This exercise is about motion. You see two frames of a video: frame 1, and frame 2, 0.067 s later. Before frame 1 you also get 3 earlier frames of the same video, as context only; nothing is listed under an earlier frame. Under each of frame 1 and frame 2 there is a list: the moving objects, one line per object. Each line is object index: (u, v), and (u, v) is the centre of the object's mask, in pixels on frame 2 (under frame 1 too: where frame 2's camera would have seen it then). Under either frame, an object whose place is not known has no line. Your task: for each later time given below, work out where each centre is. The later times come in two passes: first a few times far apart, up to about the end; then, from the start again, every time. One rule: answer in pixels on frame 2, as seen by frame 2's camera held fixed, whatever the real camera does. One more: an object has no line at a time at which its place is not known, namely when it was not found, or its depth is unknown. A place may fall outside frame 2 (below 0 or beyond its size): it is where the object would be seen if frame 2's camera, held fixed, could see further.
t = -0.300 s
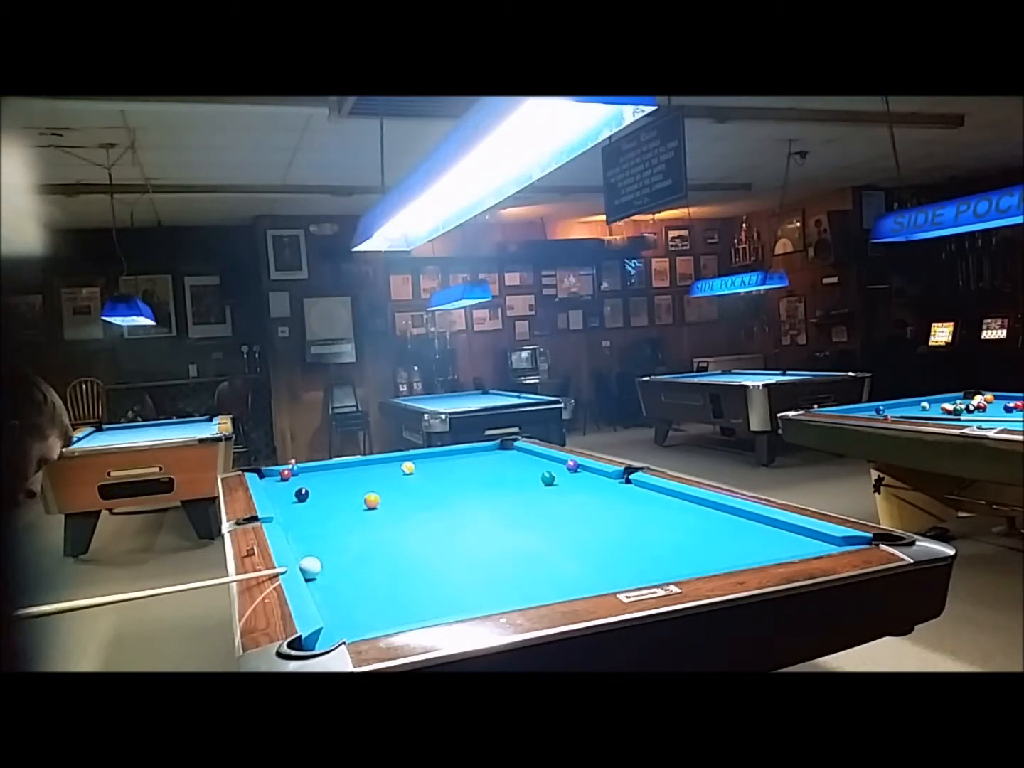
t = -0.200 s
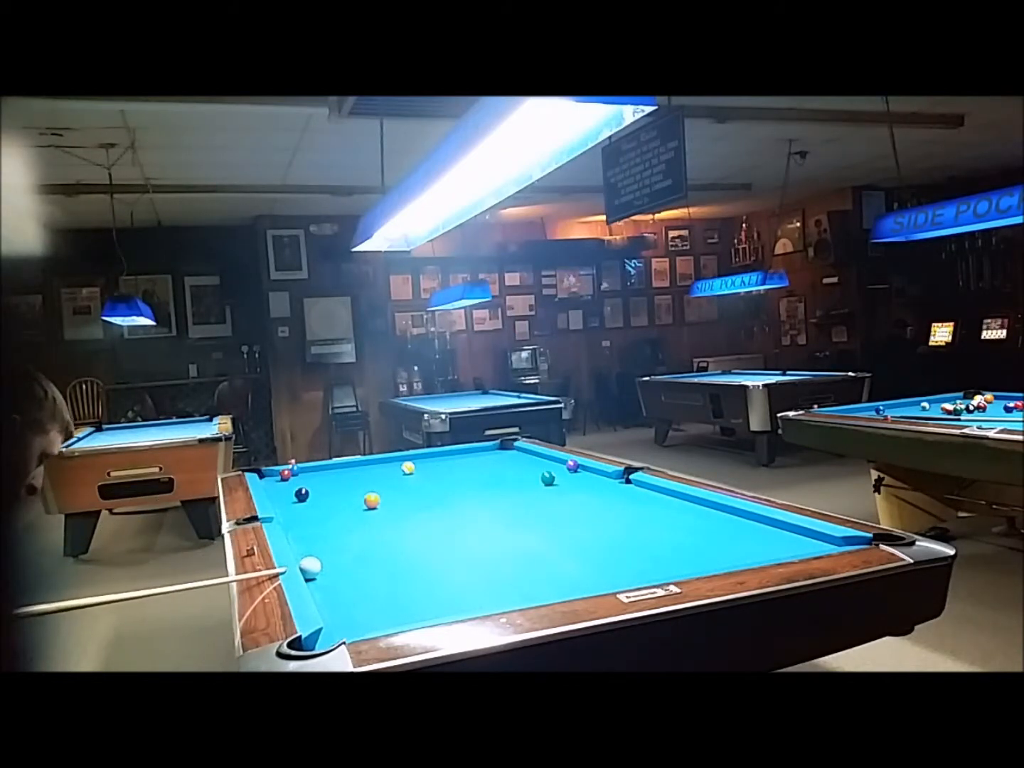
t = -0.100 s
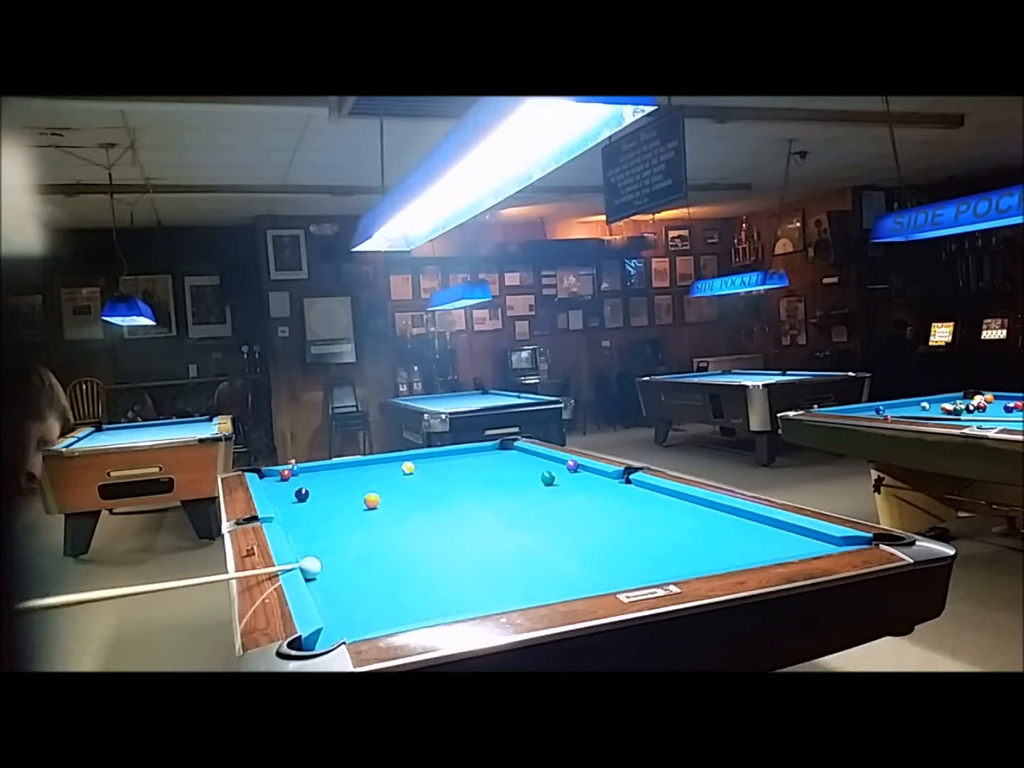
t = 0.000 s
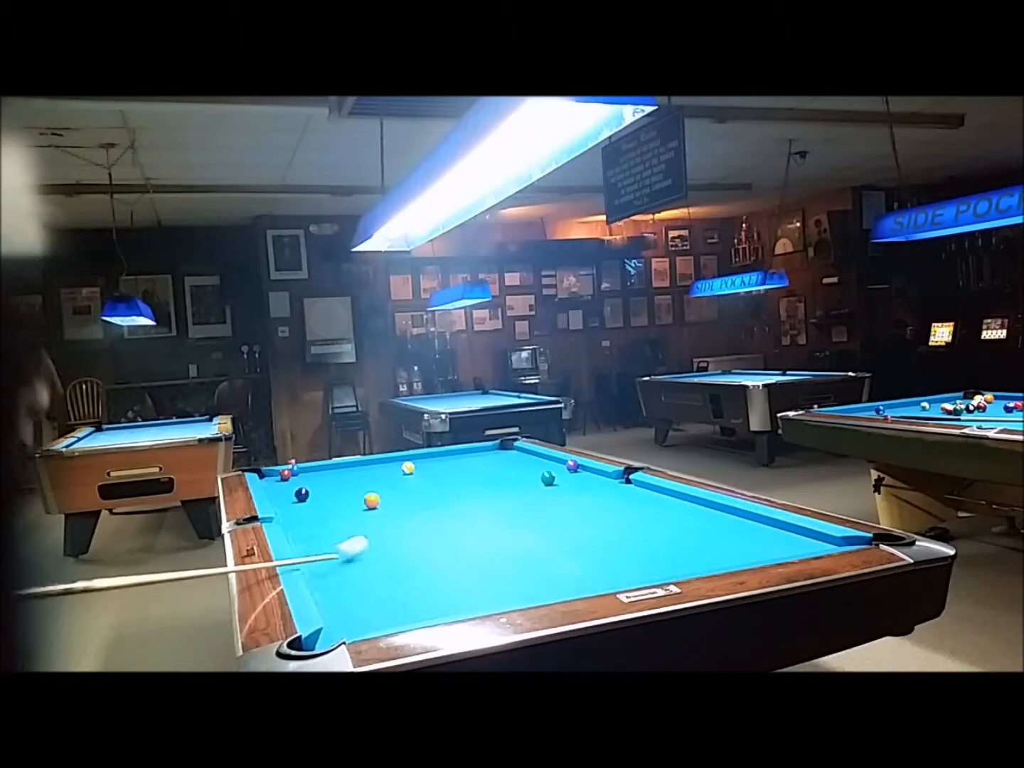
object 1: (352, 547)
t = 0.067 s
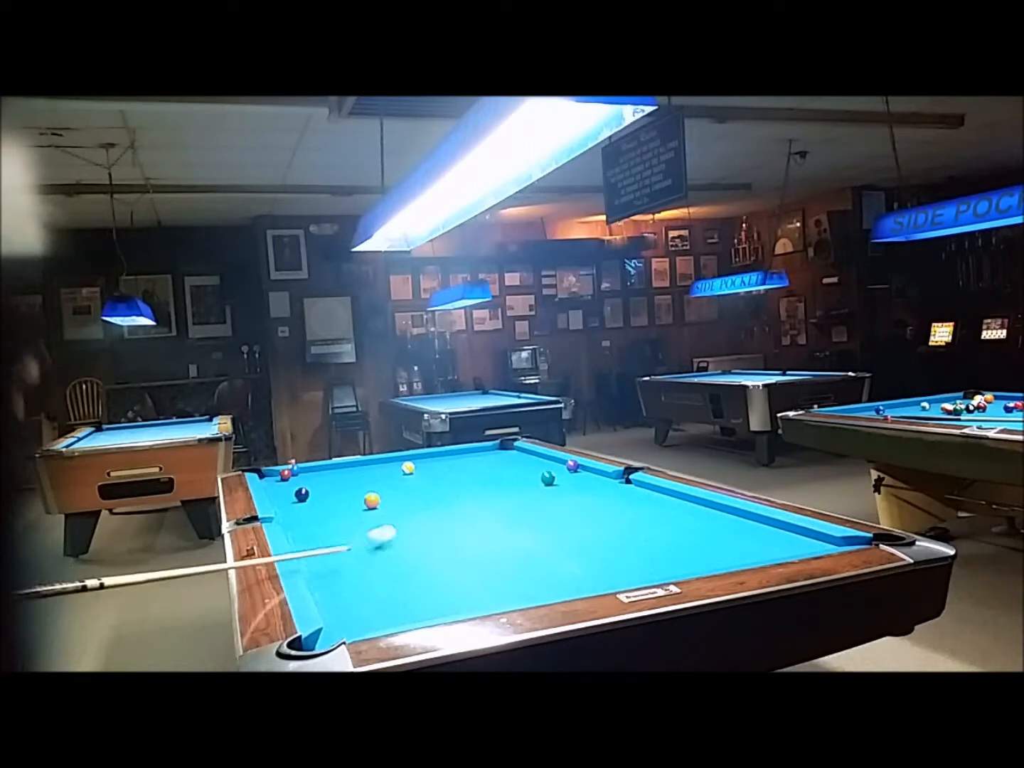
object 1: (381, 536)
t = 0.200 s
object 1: (430, 515)
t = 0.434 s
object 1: (497, 487)
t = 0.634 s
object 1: (539, 469)
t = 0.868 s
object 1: (529, 461)
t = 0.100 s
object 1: (395, 530)
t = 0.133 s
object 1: (407, 524)
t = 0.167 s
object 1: (419, 520)
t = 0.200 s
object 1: (430, 515)
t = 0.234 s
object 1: (441, 510)
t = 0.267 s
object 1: (452, 506)
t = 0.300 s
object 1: (462, 502)
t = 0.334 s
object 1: (471, 498)
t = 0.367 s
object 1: (480, 494)
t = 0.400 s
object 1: (489, 491)
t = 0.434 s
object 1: (497, 487)
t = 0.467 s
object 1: (505, 484)
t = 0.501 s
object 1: (512, 480)
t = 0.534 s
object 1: (520, 477)
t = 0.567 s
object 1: (526, 475)
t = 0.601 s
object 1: (533, 472)
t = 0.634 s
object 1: (539, 469)
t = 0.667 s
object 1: (546, 466)
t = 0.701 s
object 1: (552, 464)
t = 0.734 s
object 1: (558, 462)
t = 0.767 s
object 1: (555, 461)
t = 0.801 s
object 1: (545, 461)
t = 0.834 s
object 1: (537, 461)
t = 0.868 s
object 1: (529, 461)
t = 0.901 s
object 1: (522, 461)
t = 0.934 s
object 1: (515, 461)
